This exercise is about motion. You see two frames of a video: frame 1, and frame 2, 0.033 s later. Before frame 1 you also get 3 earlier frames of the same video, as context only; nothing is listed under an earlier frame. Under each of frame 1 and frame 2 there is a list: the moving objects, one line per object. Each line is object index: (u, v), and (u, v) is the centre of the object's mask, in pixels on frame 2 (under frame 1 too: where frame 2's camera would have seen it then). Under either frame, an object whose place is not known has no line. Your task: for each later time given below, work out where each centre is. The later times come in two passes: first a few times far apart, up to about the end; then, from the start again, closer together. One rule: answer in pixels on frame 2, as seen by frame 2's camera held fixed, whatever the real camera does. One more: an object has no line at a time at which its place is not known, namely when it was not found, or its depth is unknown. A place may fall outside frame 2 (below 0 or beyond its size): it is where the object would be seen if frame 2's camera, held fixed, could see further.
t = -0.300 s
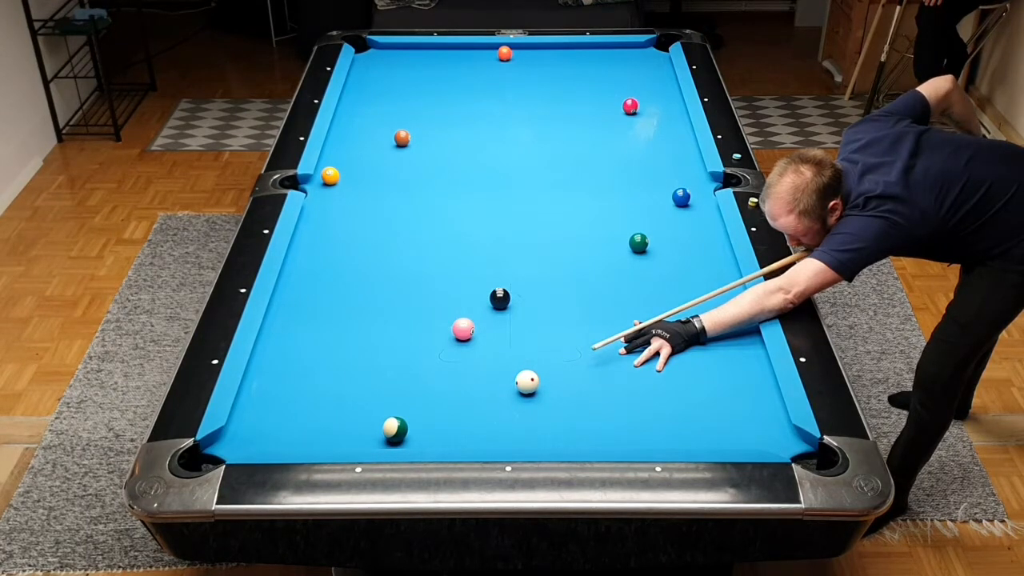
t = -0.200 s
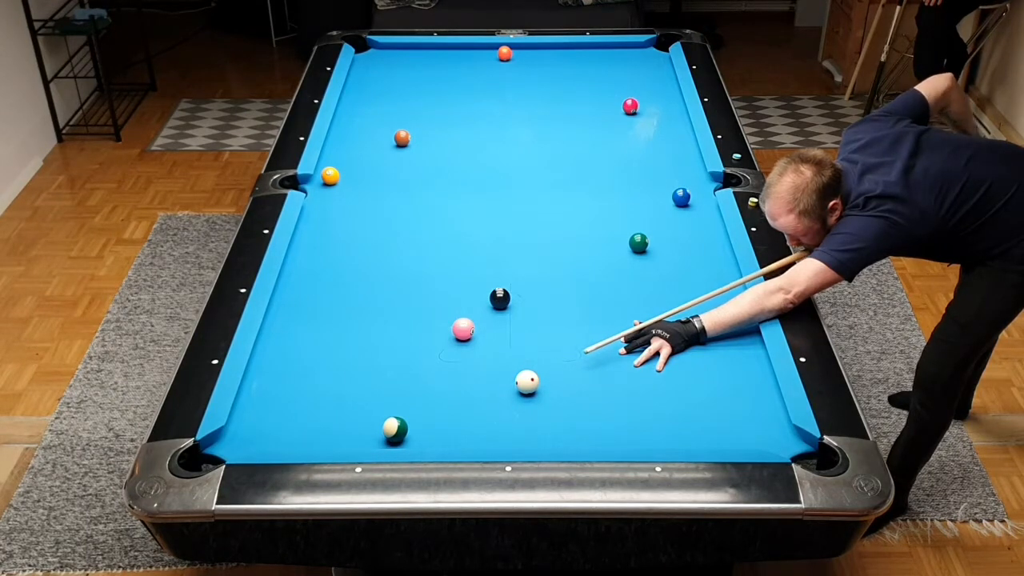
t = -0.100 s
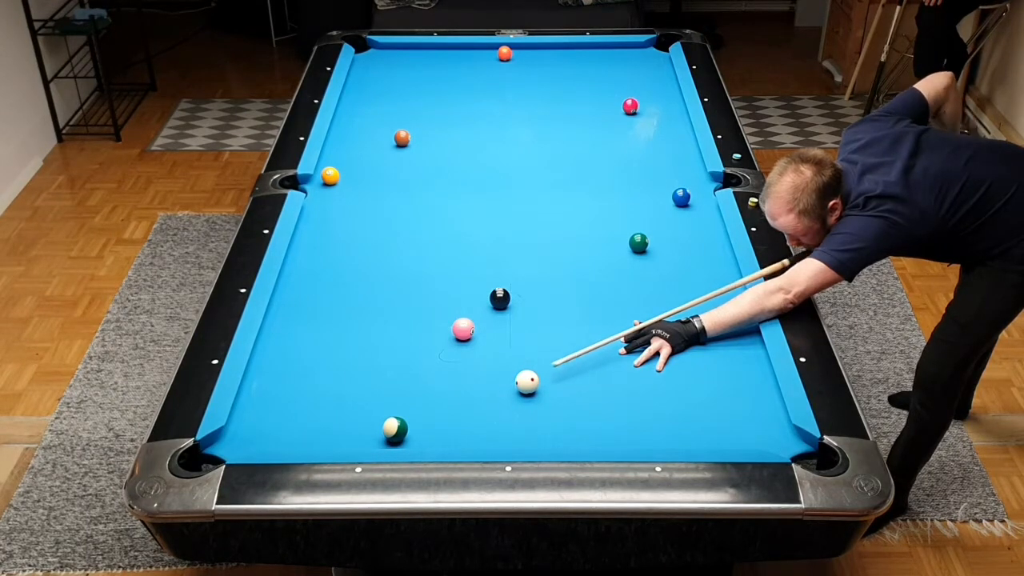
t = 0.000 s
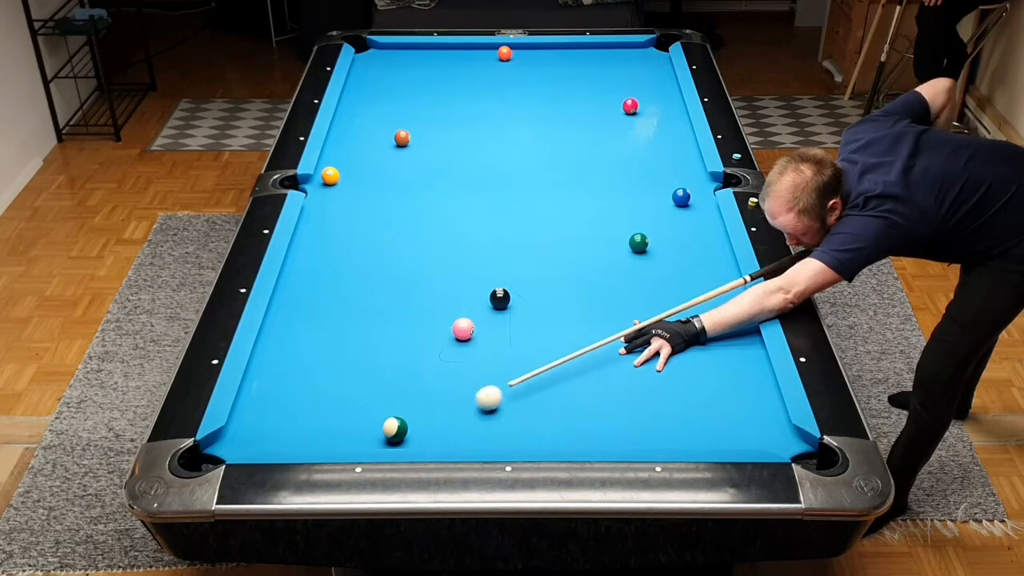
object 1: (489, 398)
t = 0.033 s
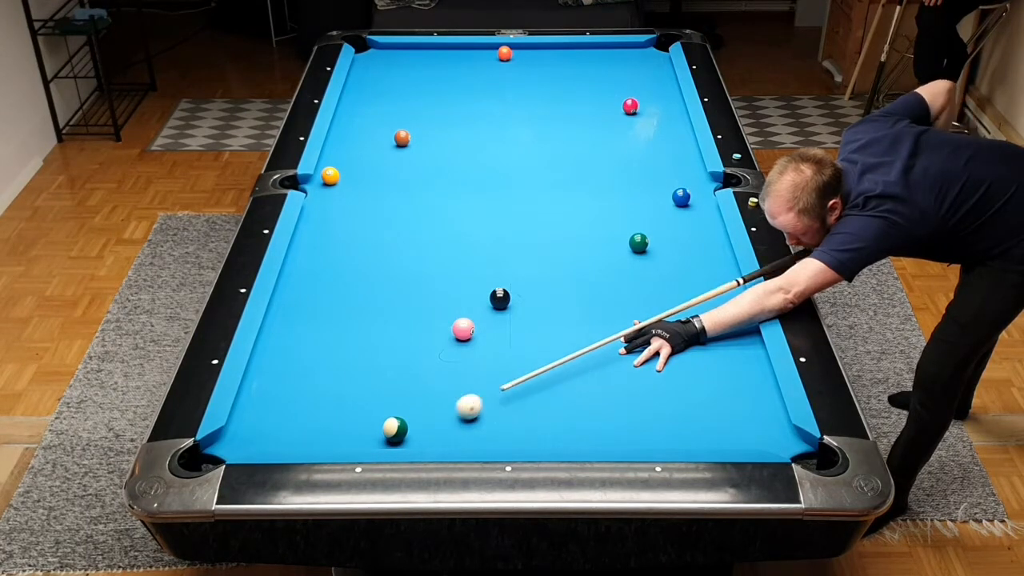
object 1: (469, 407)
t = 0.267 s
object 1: (408, 435)
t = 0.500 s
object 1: (369, 413)
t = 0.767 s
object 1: (327, 391)
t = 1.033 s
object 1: (289, 371)
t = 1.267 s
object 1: (264, 355)
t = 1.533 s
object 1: (291, 337)
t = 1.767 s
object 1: (313, 324)
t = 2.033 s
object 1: (335, 309)
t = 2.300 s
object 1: (355, 297)
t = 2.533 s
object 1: (371, 286)
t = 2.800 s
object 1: (387, 276)
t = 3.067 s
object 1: (402, 266)
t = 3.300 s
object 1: (413, 259)
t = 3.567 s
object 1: (425, 252)
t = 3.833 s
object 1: (435, 245)
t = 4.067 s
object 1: (443, 240)
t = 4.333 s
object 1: (450, 235)
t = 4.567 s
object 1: (456, 231)
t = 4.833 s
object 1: (461, 227)
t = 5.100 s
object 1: (466, 225)
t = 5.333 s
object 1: (469, 223)
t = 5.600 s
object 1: (471, 221)
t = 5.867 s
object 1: (472, 221)
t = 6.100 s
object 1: (472, 221)
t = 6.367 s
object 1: (472, 221)
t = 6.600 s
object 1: (472, 221)
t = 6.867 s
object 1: (471, 221)
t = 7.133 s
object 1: (471, 221)
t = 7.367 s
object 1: (471, 221)
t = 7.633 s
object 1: (472, 221)
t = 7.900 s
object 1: (471, 221)
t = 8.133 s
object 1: (471, 221)
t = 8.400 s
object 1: (471, 221)
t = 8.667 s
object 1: (472, 221)
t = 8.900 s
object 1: (472, 221)
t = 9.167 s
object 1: (471, 221)
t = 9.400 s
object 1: (471, 221)
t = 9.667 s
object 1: (472, 221)
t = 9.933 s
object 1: (471, 221)
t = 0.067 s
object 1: (450, 415)
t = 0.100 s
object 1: (431, 423)
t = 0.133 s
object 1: (421, 430)
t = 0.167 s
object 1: (420, 436)
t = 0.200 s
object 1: (417, 440)
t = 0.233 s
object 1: (413, 437)
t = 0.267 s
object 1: (408, 435)
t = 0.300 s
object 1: (403, 431)
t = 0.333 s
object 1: (397, 428)
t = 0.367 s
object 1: (391, 425)
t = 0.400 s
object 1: (386, 422)
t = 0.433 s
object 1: (380, 419)
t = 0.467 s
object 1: (375, 416)
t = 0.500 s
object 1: (369, 413)
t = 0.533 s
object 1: (364, 410)
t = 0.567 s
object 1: (358, 407)
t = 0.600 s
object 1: (353, 404)
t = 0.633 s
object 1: (348, 401)
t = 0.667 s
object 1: (343, 399)
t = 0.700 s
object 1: (337, 396)
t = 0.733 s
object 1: (332, 394)
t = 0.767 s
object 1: (327, 391)
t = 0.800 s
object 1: (322, 388)
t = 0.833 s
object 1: (317, 386)
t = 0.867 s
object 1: (313, 383)
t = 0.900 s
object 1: (308, 381)
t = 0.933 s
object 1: (303, 378)
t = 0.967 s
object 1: (298, 376)
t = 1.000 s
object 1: (293, 374)
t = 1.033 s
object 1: (289, 371)
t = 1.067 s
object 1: (285, 369)
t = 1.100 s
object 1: (280, 366)
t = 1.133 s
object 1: (276, 364)
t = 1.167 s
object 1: (271, 362)
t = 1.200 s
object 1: (267, 359)
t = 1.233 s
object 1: (263, 357)
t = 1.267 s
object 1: (264, 355)
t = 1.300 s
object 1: (267, 352)
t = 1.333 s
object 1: (271, 350)
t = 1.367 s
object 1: (274, 348)
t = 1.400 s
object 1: (278, 346)
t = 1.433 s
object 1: (281, 344)
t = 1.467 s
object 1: (284, 342)
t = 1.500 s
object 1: (288, 339)
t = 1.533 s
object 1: (291, 337)
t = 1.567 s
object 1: (294, 335)
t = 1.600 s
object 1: (298, 333)
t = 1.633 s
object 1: (301, 331)
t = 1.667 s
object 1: (304, 329)
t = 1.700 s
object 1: (307, 327)
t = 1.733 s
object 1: (310, 326)
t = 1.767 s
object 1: (313, 324)
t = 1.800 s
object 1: (316, 322)
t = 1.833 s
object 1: (318, 320)
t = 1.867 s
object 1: (321, 318)
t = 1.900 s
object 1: (324, 316)
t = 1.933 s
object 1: (327, 314)
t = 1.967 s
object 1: (330, 313)
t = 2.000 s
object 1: (332, 311)
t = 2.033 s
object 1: (335, 309)
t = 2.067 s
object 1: (338, 308)
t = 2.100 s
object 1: (340, 306)
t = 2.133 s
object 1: (343, 304)
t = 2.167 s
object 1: (345, 303)
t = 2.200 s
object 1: (348, 301)
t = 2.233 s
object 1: (350, 300)
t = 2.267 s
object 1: (353, 298)
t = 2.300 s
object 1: (355, 297)
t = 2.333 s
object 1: (357, 295)
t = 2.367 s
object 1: (360, 294)
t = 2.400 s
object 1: (362, 292)
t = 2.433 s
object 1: (364, 291)
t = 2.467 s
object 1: (367, 289)
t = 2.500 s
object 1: (369, 288)
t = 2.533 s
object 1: (371, 286)
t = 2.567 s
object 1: (373, 285)
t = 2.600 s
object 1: (375, 284)
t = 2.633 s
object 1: (377, 282)
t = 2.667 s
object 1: (380, 281)
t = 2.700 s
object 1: (381, 280)
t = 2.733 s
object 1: (384, 279)
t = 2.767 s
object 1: (385, 277)
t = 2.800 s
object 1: (387, 276)
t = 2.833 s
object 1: (389, 275)
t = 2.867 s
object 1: (391, 274)
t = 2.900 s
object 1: (393, 272)
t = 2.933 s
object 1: (395, 271)
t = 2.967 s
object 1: (397, 270)
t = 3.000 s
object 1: (398, 269)
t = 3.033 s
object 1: (400, 268)
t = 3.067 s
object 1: (402, 266)
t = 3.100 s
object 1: (404, 266)
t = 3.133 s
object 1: (405, 264)
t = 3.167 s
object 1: (407, 263)
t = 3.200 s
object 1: (408, 262)
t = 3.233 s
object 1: (410, 261)
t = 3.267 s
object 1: (411, 260)
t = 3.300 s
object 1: (413, 259)
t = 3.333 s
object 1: (414, 258)
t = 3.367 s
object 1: (416, 257)
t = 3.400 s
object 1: (417, 256)
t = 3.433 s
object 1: (419, 255)
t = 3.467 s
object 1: (420, 254)
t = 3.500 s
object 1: (422, 253)
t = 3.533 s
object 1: (423, 252)
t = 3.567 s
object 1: (425, 252)
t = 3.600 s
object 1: (426, 251)
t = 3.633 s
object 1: (427, 250)
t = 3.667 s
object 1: (428, 249)
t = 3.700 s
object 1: (430, 248)
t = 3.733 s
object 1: (431, 247)
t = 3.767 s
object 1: (432, 246)
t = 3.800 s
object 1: (433, 246)
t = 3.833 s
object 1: (435, 245)
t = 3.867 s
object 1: (436, 244)
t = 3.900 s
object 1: (437, 243)
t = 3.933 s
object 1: (438, 243)
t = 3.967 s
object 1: (439, 242)
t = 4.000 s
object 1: (440, 241)
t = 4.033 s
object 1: (441, 241)
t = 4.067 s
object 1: (443, 240)
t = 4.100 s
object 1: (444, 239)
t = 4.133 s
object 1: (445, 238)
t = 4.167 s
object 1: (446, 238)
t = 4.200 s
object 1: (447, 237)
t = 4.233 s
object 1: (447, 236)
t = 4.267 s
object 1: (448, 236)
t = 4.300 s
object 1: (450, 235)
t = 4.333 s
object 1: (450, 235)
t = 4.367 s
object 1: (451, 234)
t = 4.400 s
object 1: (452, 234)
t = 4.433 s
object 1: (453, 233)
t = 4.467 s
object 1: (453, 233)
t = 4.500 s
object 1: (454, 232)
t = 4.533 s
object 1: (455, 231)
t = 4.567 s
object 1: (456, 231)
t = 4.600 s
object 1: (457, 230)
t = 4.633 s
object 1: (457, 230)
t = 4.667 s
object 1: (458, 230)
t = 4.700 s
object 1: (459, 229)
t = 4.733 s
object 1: (459, 229)
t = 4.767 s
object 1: (460, 228)
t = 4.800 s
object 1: (461, 228)
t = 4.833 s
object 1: (461, 227)
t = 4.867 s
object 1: (462, 227)
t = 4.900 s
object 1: (463, 227)
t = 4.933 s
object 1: (463, 226)
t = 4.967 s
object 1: (464, 226)
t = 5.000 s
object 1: (464, 226)
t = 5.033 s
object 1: (465, 225)
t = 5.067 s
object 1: (466, 225)
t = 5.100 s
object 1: (466, 225)
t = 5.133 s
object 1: (466, 225)
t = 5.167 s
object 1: (467, 224)
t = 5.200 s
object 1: (467, 224)
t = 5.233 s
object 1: (468, 224)
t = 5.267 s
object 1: (468, 223)
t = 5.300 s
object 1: (468, 223)
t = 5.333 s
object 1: (469, 223)
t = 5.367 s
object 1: (469, 223)
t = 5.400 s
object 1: (469, 222)
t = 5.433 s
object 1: (470, 222)
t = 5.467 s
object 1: (470, 222)
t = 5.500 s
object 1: (471, 222)
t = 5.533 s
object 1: (471, 222)
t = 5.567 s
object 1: (471, 222)
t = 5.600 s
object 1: (471, 221)
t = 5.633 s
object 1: (471, 221)
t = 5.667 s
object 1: (472, 221)
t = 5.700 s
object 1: (472, 221)
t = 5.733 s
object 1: (472, 221)
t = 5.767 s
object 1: (472, 221)
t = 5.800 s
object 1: (472, 221)
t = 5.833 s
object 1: (472, 221)
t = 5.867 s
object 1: (472, 221)
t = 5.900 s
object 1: (472, 221)
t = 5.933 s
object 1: (472, 221)
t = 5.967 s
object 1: (472, 221)
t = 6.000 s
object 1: (472, 221)
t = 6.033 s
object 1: (472, 221)
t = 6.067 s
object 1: (472, 221)
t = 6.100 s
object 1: (472, 221)
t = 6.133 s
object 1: (472, 221)
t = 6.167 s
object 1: (472, 221)
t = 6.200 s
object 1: (472, 221)
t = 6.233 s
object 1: (472, 221)
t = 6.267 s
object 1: (472, 221)
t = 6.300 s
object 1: (472, 221)
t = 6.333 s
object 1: (472, 221)
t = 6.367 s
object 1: (472, 221)
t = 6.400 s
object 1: (472, 221)
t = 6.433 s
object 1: (472, 221)
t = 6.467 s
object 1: (472, 221)
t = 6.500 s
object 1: (472, 221)
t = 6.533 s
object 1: (472, 221)
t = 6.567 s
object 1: (472, 221)
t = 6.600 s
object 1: (472, 221)
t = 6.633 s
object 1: (472, 221)
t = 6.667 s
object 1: (472, 221)
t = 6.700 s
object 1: (472, 221)
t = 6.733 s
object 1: (472, 221)
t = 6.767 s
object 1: (472, 221)
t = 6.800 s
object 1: (472, 221)
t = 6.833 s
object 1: (471, 221)
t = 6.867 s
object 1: (471, 221)
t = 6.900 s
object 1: (471, 221)
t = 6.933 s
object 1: (471, 222)
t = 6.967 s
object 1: (471, 222)
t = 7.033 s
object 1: (472, 221)
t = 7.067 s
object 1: (472, 221)
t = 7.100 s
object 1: (472, 221)
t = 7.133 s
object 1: (471, 221)
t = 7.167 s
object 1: (471, 221)
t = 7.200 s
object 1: (471, 221)
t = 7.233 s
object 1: (471, 222)
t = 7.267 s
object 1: (471, 221)
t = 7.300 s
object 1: (471, 221)
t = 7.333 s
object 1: (471, 221)
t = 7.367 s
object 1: (471, 221)
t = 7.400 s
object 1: (471, 222)
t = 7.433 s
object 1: (471, 221)
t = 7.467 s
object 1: (471, 221)
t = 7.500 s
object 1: (471, 221)
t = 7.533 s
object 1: (471, 221)
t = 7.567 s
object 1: (472, 221)
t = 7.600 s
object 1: (471, 221)
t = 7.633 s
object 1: (472, 221)
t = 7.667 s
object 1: (472, 221)
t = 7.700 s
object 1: (471, 221)
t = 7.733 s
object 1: (471, 221)
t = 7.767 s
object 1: (471, 221)
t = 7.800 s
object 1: (471, 221)
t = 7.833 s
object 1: (471, 221)
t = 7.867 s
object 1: (471, 221)
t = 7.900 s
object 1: (471, 221)
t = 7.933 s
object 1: (472, 221)
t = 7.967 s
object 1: (472, 221)
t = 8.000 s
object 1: (472, 221)
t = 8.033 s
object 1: (471, 221)
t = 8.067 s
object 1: (471, 221)
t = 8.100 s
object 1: (472, 221)
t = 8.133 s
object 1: (471, 221)
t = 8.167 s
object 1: (471, 221)
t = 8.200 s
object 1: (471, 221)
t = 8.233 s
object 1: (471, 221)
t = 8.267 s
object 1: (471, 221)
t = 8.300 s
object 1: (471, 221)
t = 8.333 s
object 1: (471, 221)
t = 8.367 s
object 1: (471, 221)
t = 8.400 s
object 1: (471, 221)
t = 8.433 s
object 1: (471, 221)
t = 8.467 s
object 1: (471, 221)
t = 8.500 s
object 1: (471, 221)
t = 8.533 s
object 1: (472, 221)
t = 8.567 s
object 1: (471, 221)
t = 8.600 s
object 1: (471, 221)
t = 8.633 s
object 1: (472, 221)
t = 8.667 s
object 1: (472, 221)
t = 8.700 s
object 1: (471, 221)
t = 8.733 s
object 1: (471, 221)
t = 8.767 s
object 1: (471, 221)
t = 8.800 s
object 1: (471, 221)
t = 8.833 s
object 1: (471, 221)
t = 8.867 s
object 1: (471, 221)
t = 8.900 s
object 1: (472, 221)
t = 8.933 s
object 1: (472, 221)
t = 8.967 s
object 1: (472, 221)
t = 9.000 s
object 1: (472, 221)
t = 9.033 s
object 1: (472, 221)
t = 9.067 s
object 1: (471, 221)
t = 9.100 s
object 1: (471, 221)
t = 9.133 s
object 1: (471, 221)
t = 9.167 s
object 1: (471, 221)
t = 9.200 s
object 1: (471, 221)
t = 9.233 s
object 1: (472, 221)
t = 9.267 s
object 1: (472, 221)
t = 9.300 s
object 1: (472, 221)
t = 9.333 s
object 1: (472, 221)
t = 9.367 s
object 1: (472, 221)
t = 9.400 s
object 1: (471, 221)
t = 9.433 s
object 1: (471, 221)
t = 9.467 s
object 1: (471, 221)
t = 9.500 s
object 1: (471, 221)
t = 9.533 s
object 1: (471, 221)
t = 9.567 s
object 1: (471, 221)
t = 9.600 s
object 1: (472, 221)
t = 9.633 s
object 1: (472, 221)
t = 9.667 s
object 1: (472, 221)
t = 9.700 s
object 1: (472, 221)
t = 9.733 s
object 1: (472, 221)
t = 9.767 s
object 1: (471, 221)
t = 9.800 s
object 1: (471, 221)
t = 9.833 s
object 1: (471, 221)
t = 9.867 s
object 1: (471, 221)
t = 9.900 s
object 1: (471, 221)
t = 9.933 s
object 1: (471, 221)
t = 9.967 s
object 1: (472, 221)
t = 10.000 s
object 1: (472, 221)
